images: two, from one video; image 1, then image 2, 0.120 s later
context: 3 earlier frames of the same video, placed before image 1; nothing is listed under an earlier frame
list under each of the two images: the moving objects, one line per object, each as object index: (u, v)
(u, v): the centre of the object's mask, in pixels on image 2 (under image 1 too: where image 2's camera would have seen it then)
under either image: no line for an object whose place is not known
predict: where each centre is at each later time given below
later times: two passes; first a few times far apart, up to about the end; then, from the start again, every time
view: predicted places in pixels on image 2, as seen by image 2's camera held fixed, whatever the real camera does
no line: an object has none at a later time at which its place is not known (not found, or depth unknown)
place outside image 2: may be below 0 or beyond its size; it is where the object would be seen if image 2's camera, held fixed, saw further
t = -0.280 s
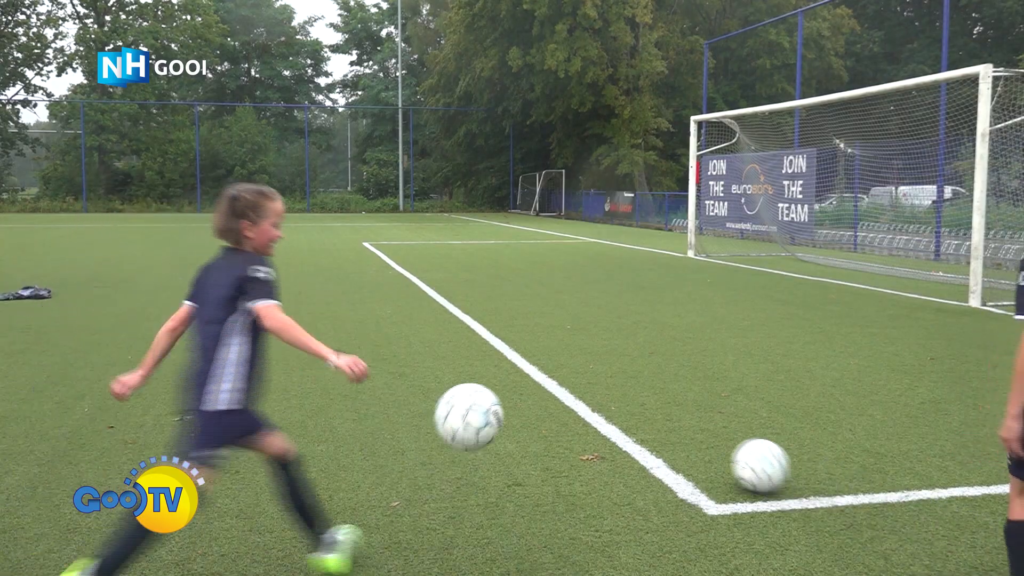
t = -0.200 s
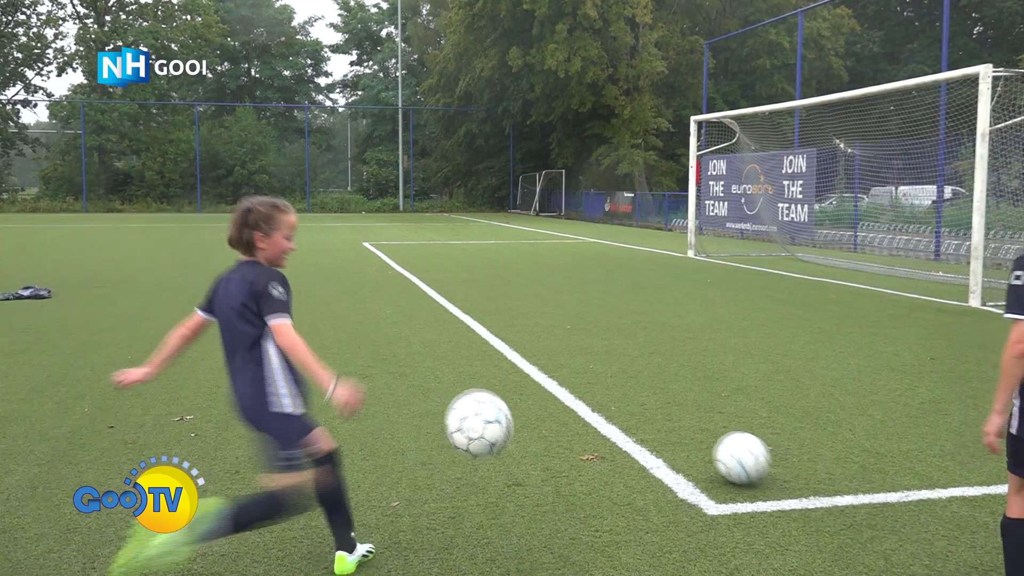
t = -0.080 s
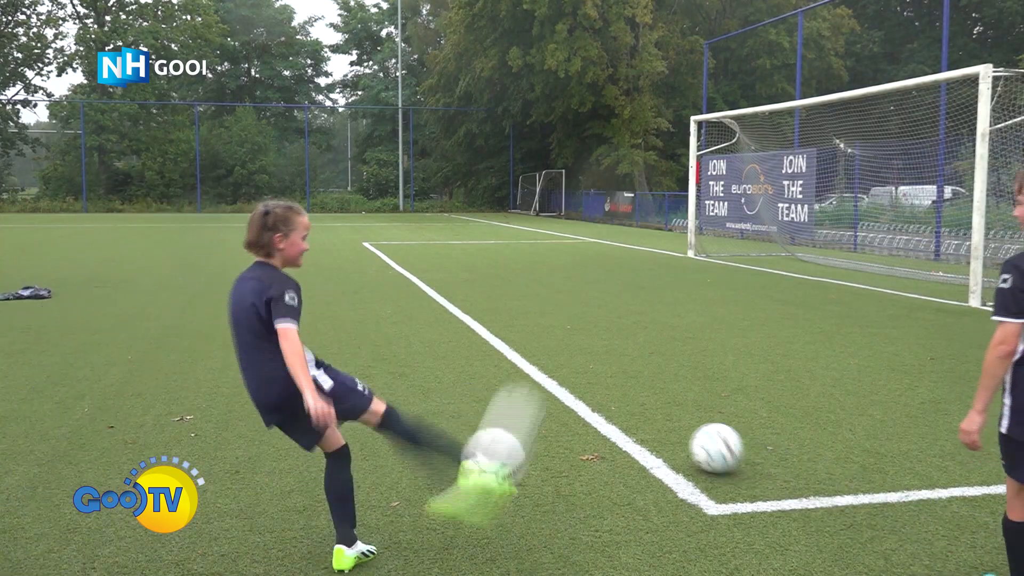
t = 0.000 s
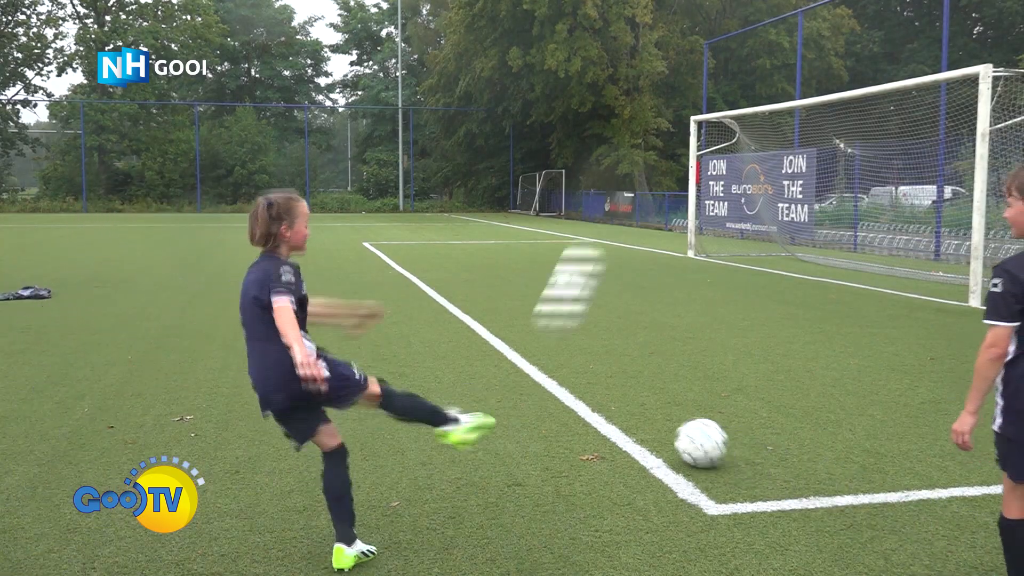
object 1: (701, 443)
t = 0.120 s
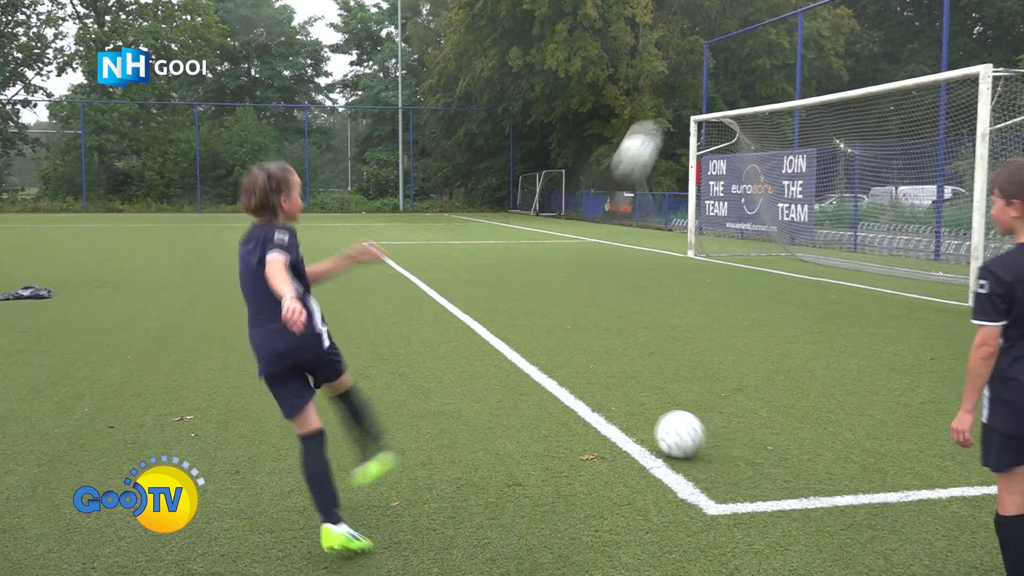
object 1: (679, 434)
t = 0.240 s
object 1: (661, 427)
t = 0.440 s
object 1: (633, 415)
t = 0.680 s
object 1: (603, 405)
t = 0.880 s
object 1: (583, 397)
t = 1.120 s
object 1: (563, 388)
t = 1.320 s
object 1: (548, 382)
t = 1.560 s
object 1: (534, 376)
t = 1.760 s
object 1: (525, 371)
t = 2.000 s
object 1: (515, 366)
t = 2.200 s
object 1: (508, 363)
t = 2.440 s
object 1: (500, 360)
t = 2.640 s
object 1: (495, 357)
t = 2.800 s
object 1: (493, 355)
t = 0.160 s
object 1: (674, 432)
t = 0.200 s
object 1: (667, 429)
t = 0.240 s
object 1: (661, 427)
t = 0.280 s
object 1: (654, 425)
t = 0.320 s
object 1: (649, 422)
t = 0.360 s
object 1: (643, 420)
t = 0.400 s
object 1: (638, 418)
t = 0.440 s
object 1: (633, 415)
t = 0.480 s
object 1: (628, 414)
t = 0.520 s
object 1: (623, 412)
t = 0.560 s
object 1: (618, 411)
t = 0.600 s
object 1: (613, 409)
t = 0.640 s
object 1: (608, 407)
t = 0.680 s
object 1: (603, 405)
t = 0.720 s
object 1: (599, 404)
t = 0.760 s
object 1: (595, 402)
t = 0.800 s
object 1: (591, 400)
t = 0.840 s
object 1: (588, 398)
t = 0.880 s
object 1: (583, 397)
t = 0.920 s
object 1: (580, 395)
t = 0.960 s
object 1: (577, 394)
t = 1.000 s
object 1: (573, 393)
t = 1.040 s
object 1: (569, 391)
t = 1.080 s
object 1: (566, 390)
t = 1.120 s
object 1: (563, 388)
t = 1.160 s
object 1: (560, 387)
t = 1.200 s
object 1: (557, 386)
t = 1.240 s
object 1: (554, 385)
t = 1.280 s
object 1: (551, 383)
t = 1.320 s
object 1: (548, 382)
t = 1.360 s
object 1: (546, 381)
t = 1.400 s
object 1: (543, 380)
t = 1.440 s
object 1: (541, 379)
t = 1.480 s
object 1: (539, 378)
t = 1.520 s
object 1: (536, 377)
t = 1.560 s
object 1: (534, 376)
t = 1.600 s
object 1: (532, 375)
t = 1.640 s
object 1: (531, 374)
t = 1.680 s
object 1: (529, 373)
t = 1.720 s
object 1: (527, 372)
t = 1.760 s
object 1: (525, 371)
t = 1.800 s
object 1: (523, 370)
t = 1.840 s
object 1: (522, 369)
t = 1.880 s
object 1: (520, 369)
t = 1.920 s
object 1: (519, 368)
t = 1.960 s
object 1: (517, 367)
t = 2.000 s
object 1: (515, 366)
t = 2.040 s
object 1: (514, 366)
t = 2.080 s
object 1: (512, 365)
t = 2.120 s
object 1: (511, 364)
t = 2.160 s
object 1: (509, 364)
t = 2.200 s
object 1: (508, 363)
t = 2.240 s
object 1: (507, 362)
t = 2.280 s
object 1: (505, 362)
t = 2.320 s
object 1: (504, 361)
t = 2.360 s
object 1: (503, 360)
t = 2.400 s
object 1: (501, 360)
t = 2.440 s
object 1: (500, 360)
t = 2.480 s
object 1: (499, 359)
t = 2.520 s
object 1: (498, 359)
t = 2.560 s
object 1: (497, 358)
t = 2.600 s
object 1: (496, 357)
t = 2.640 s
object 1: (495, 357)
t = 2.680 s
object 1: (494, 356)
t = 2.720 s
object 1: (494, 356)
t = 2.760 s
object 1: (493, 355)
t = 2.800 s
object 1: (493, 355)
